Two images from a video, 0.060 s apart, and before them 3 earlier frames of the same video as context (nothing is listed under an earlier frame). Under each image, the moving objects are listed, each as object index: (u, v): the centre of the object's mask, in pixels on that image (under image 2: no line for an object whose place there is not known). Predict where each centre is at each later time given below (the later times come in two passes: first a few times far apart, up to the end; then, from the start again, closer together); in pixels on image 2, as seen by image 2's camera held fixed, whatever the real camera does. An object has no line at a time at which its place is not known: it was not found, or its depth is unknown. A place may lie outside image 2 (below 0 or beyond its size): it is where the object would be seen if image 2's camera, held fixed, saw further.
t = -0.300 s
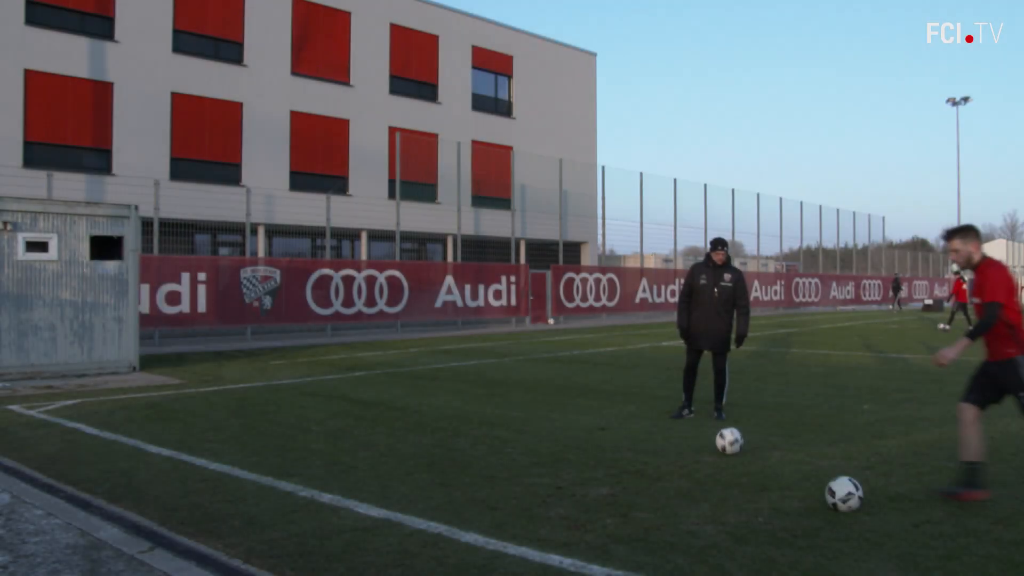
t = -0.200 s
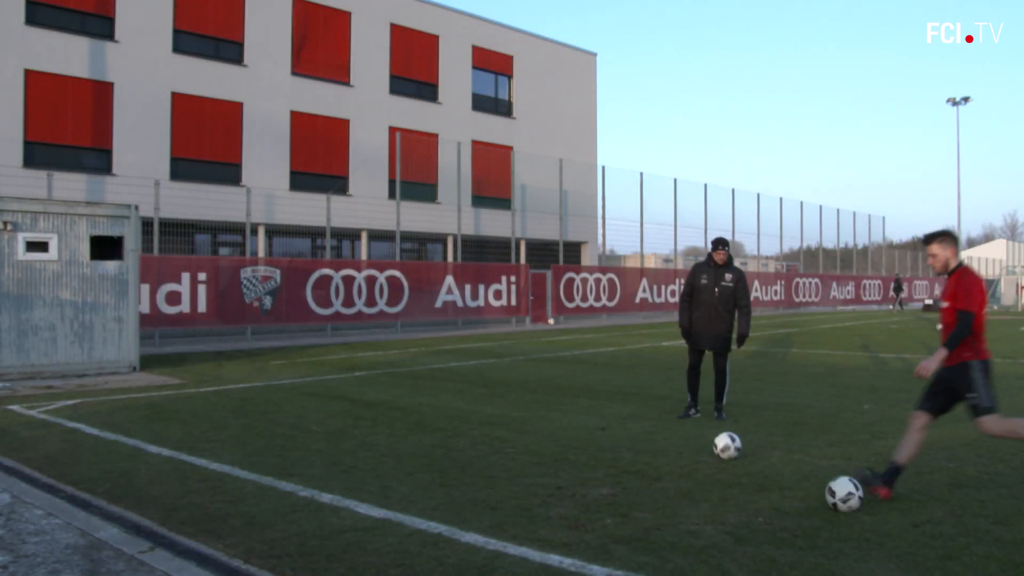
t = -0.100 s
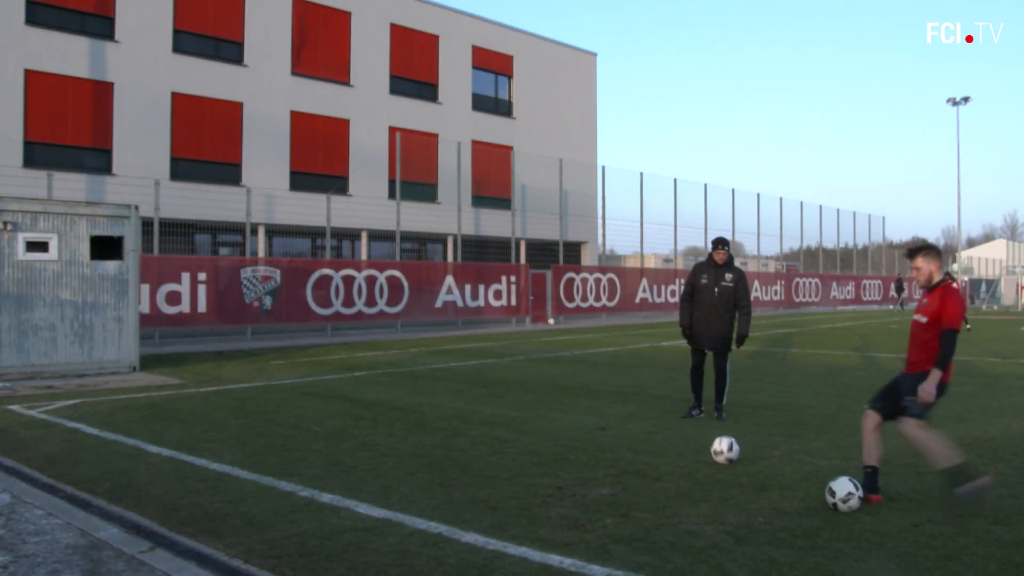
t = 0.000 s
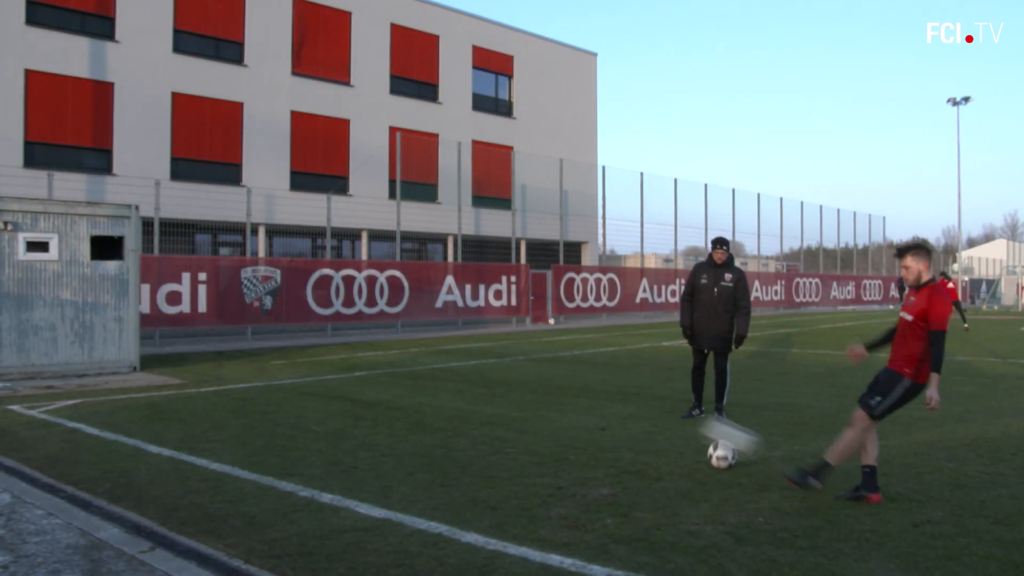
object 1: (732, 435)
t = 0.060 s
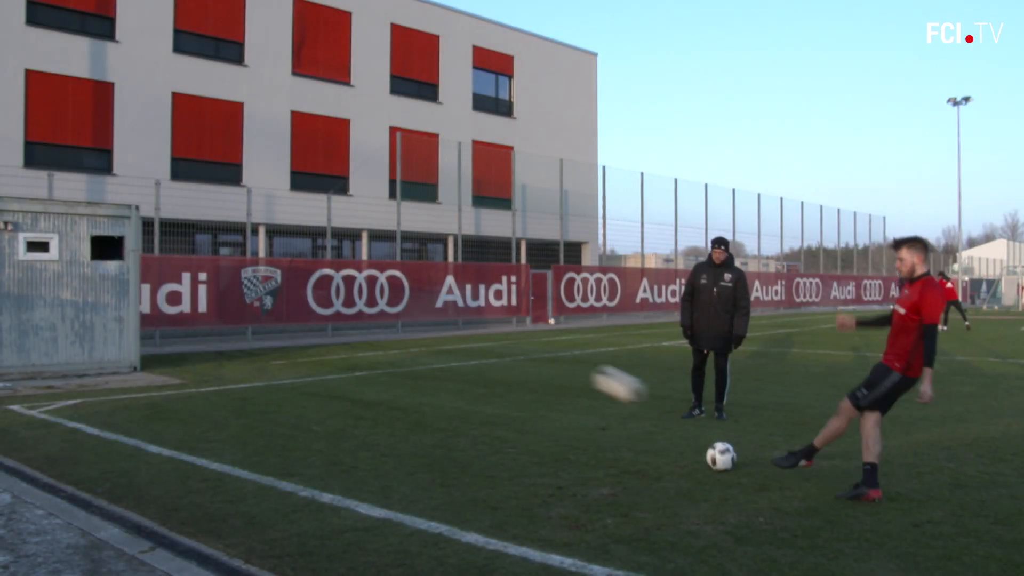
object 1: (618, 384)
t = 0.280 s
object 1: (352, 276)
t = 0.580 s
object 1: (176, 240)
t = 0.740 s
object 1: (119, 245)
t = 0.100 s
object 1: (555, 356)
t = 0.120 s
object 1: (526, 343)
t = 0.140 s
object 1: (499, 331)
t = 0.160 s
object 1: (476, 322)
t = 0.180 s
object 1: (452, 312)
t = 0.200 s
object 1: (429, 304)
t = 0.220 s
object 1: (408, 296)
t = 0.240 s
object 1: (389, 290)
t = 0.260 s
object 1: (370, 282)
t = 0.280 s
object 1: (352, 276)
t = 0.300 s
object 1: (336, 271)
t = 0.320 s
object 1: (320, 266)
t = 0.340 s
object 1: (306, 262)
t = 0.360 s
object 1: (293, 258)
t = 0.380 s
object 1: (279, 254)
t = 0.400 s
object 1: (268, 252)
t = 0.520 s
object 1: (202, 241)
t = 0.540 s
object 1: (192, 240)
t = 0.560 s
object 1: (184, 240)
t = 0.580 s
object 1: (176, 240)
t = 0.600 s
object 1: (169, 240)
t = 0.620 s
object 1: (161, 240)
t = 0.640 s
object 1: (153, 241)
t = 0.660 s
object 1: (146, 241)
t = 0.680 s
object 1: (140, 241)
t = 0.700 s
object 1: (132, 242)
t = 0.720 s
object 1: (126, 243)
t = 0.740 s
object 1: (119, 245)
